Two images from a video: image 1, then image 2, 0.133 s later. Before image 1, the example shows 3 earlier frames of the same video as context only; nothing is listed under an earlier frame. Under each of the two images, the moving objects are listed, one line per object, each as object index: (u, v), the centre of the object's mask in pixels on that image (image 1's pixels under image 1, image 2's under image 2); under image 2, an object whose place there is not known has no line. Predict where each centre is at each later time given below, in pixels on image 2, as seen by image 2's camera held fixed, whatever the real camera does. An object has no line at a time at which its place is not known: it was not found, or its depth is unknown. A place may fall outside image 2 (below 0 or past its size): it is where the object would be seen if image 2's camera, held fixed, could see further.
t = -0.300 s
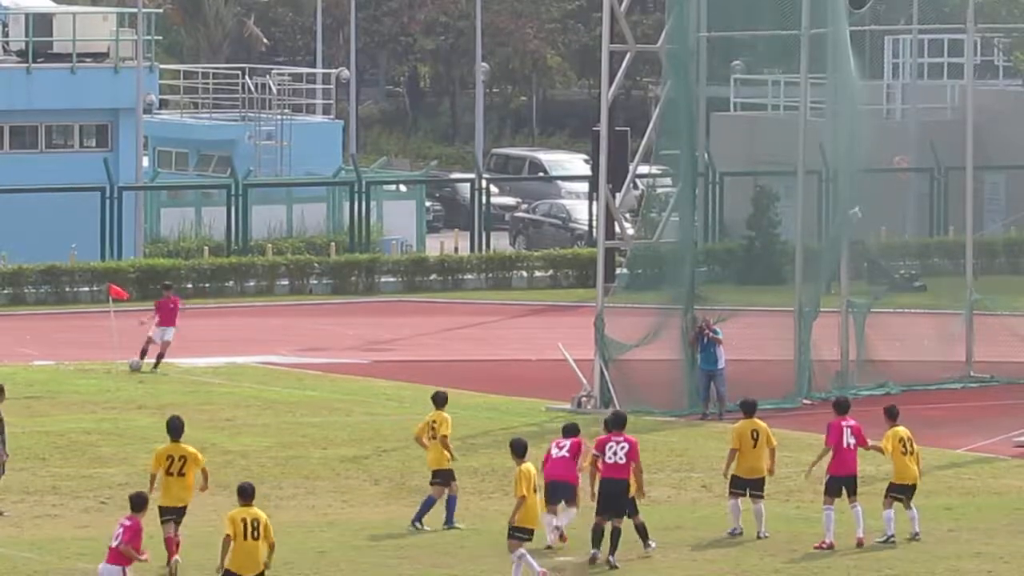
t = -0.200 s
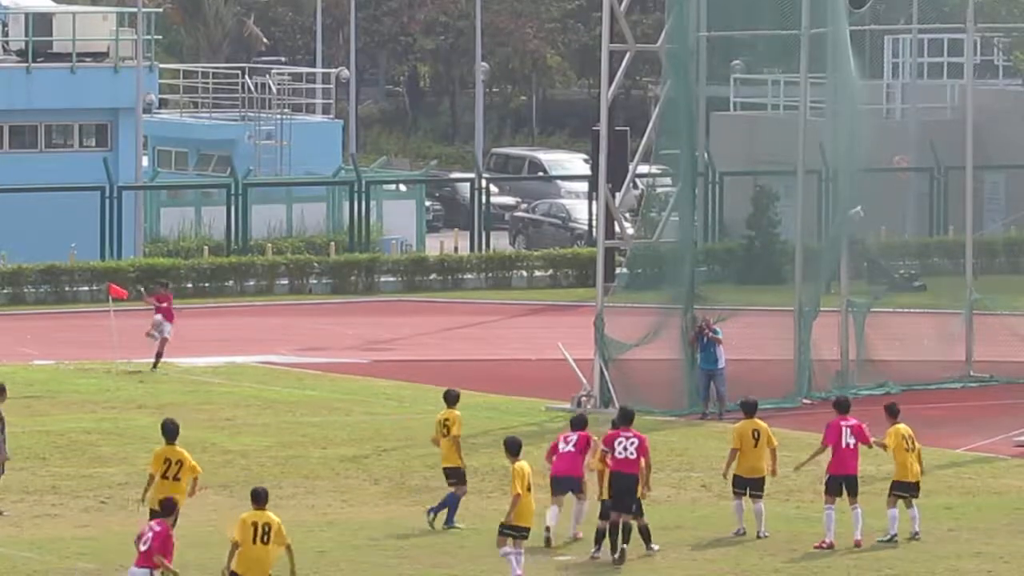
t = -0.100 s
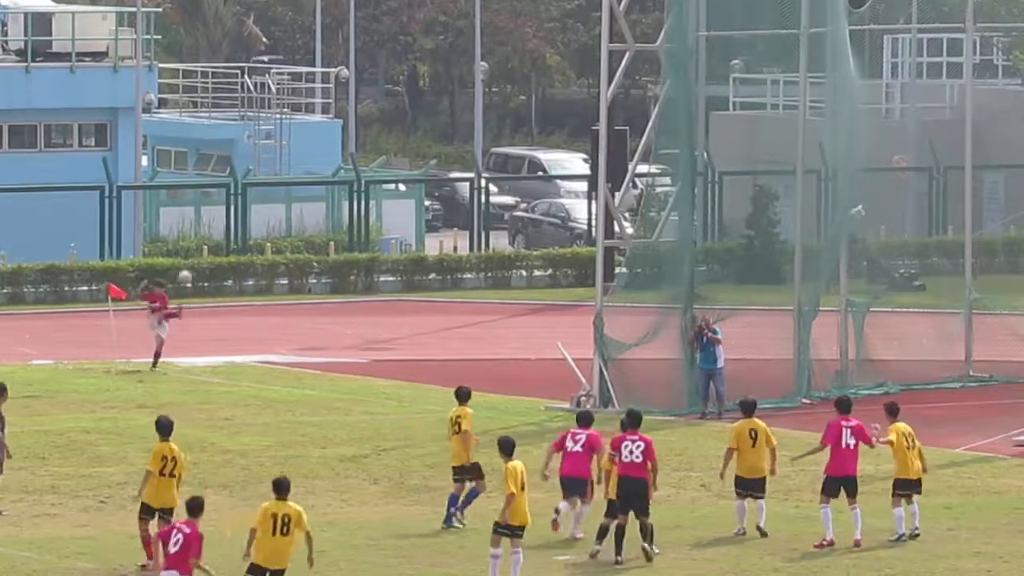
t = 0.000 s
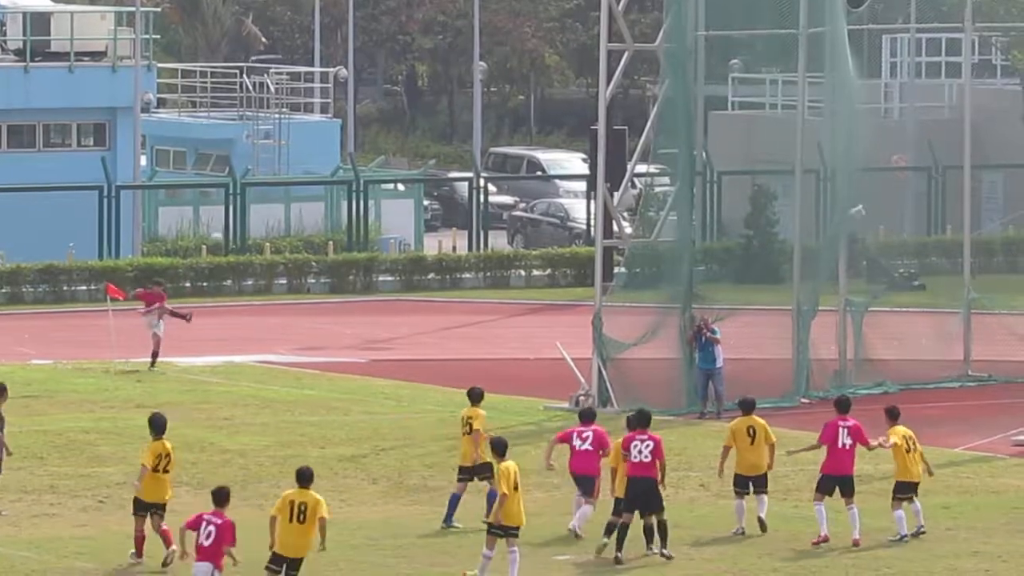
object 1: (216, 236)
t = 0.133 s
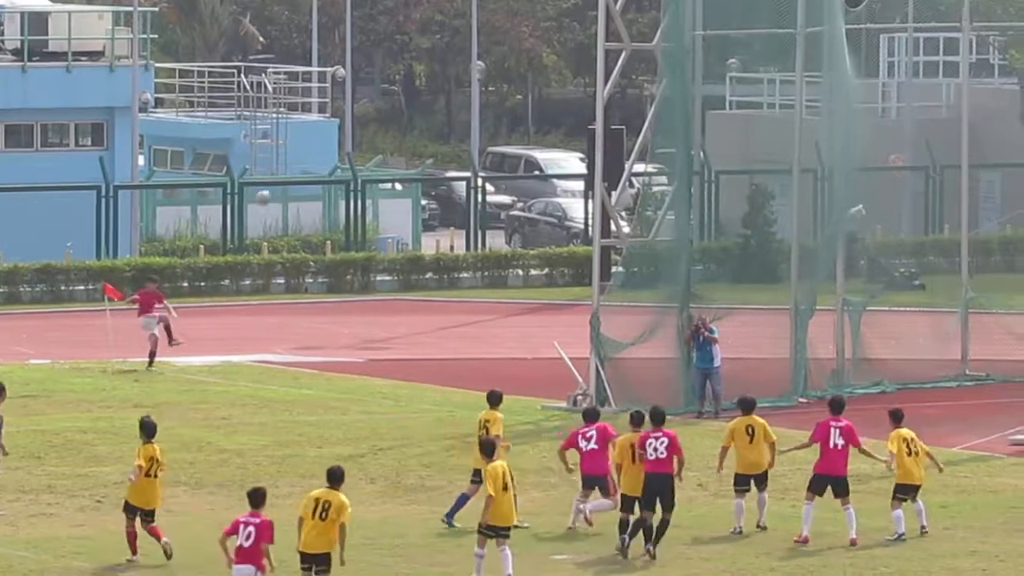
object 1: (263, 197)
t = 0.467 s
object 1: (413, 140)
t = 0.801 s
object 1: (599, 160)
